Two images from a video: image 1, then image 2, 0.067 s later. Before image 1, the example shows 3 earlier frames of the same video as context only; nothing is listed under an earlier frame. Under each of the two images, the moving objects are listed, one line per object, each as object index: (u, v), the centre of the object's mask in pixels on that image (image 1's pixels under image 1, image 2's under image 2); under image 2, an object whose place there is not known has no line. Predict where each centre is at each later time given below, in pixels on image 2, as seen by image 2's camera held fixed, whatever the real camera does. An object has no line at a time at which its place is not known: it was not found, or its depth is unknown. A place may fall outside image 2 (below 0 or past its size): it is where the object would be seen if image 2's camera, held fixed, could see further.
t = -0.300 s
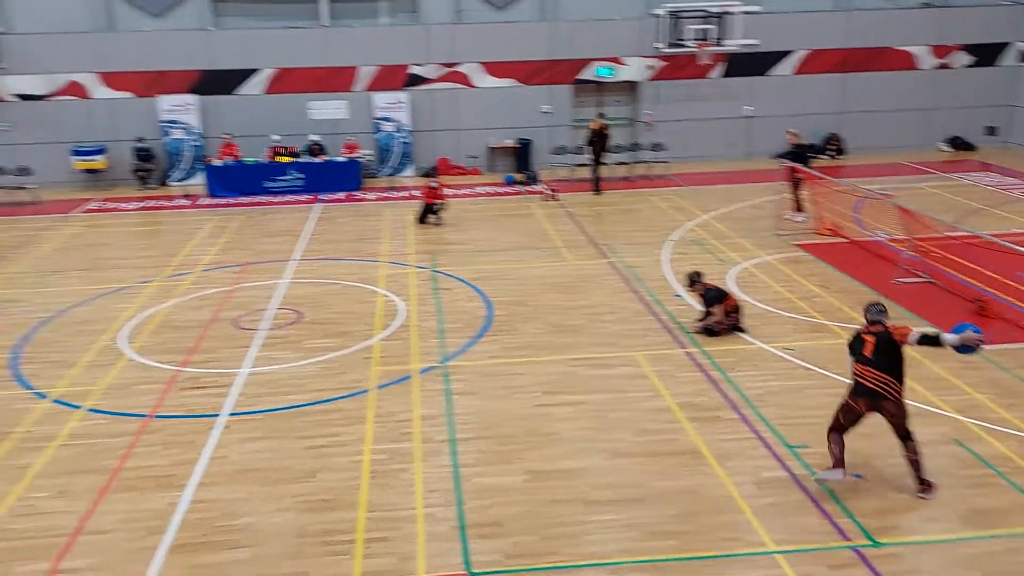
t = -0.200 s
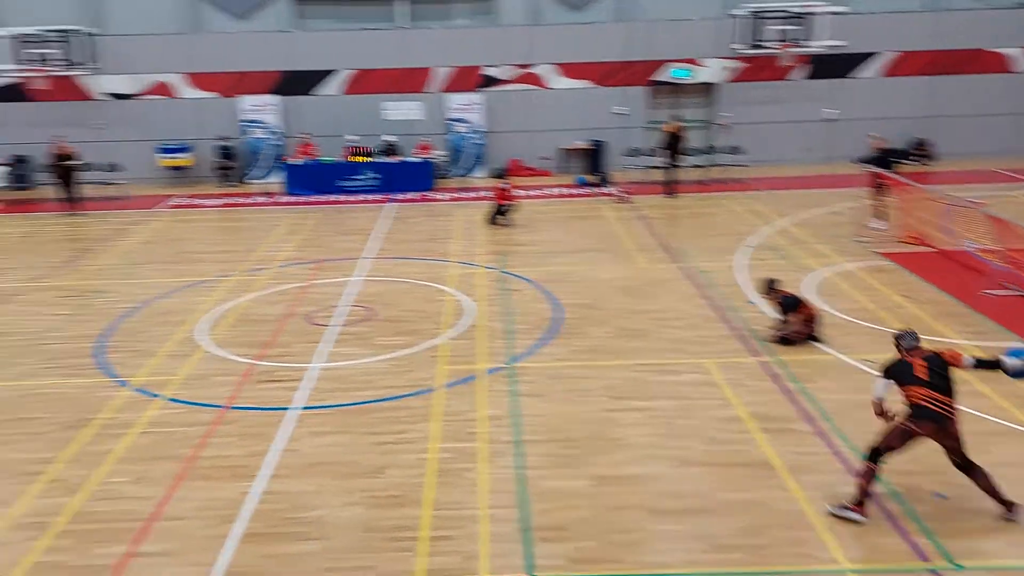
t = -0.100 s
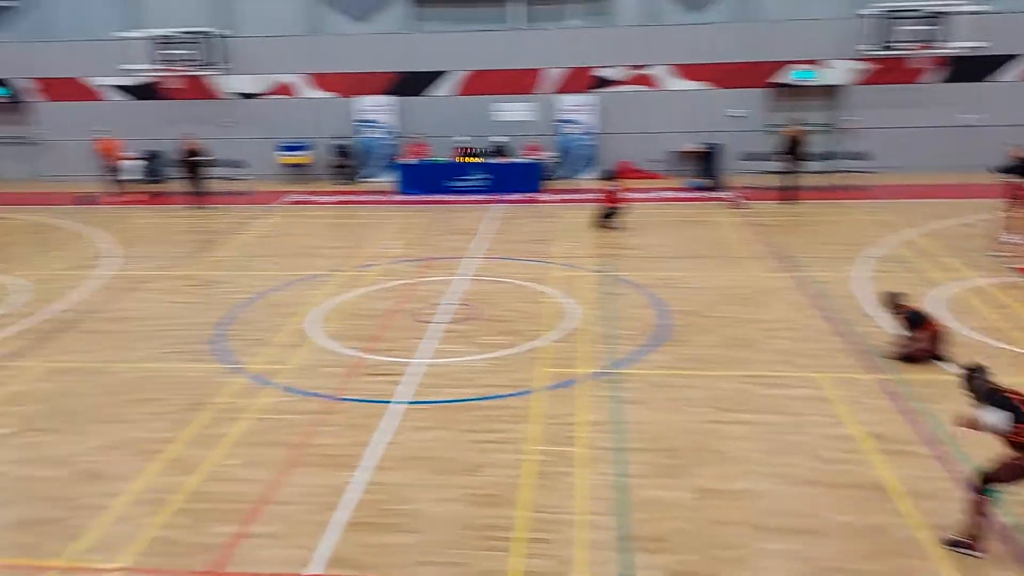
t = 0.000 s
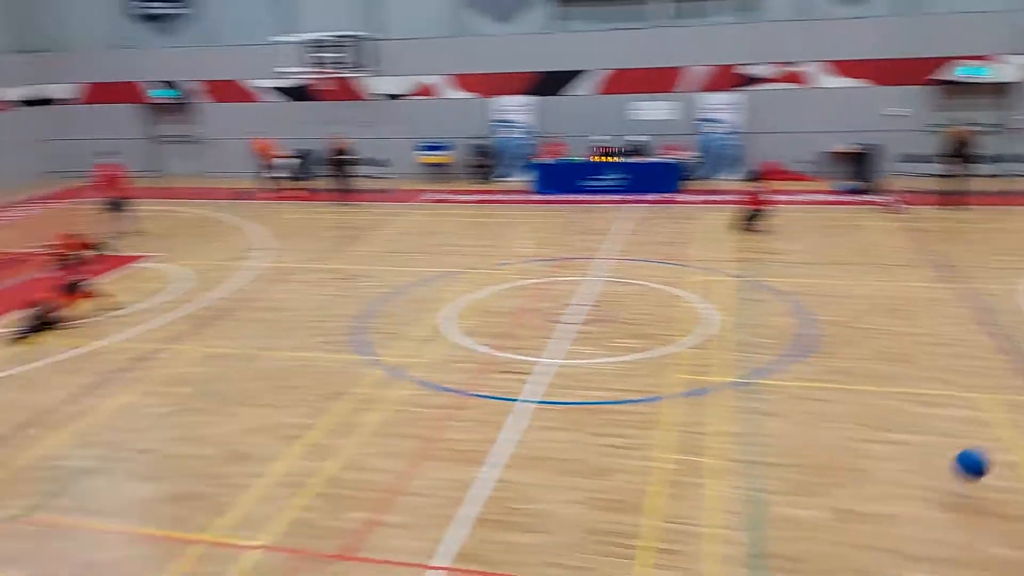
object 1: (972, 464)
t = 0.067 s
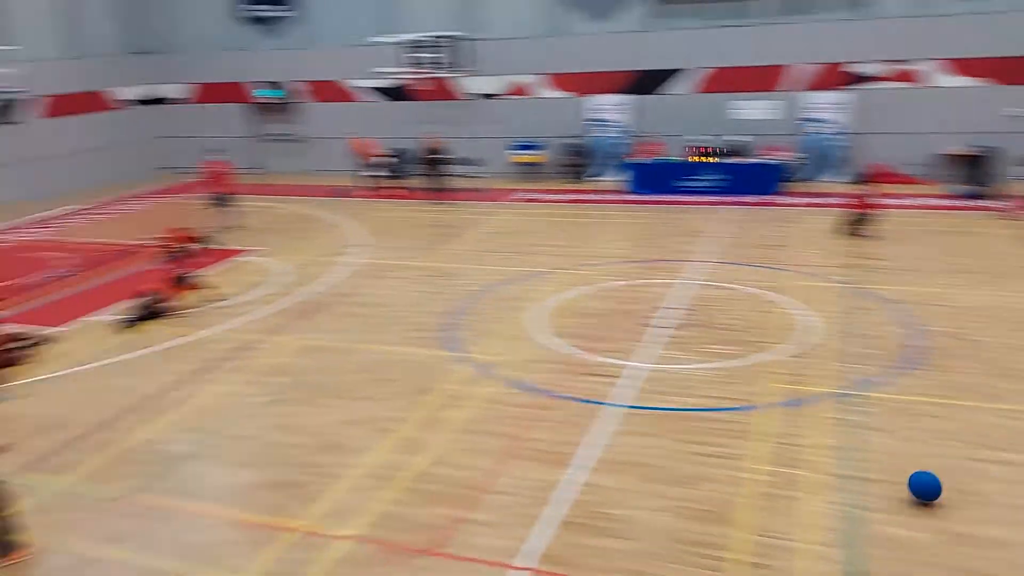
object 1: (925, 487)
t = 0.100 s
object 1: (866, 468)
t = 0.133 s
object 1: (810, 451)
